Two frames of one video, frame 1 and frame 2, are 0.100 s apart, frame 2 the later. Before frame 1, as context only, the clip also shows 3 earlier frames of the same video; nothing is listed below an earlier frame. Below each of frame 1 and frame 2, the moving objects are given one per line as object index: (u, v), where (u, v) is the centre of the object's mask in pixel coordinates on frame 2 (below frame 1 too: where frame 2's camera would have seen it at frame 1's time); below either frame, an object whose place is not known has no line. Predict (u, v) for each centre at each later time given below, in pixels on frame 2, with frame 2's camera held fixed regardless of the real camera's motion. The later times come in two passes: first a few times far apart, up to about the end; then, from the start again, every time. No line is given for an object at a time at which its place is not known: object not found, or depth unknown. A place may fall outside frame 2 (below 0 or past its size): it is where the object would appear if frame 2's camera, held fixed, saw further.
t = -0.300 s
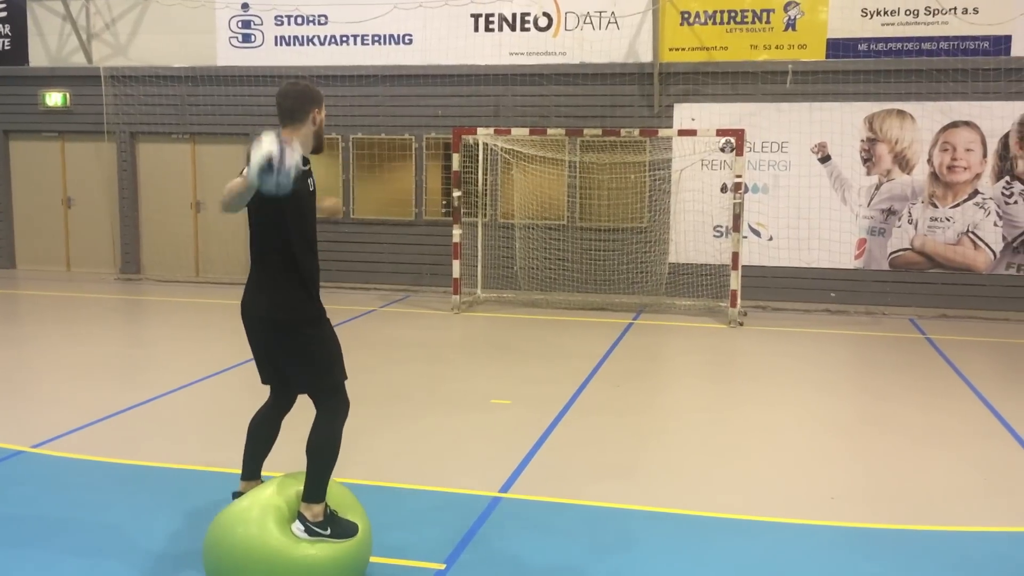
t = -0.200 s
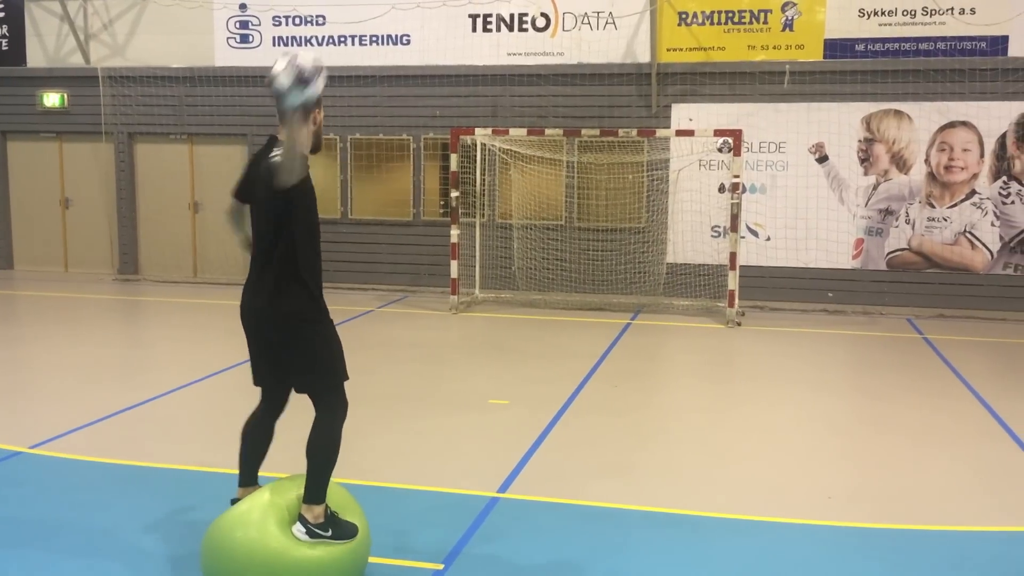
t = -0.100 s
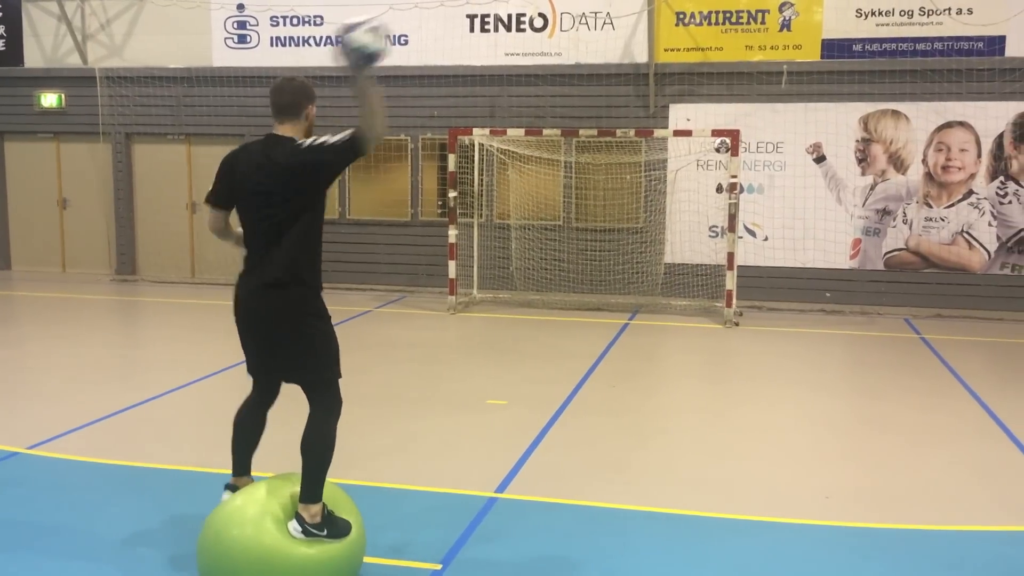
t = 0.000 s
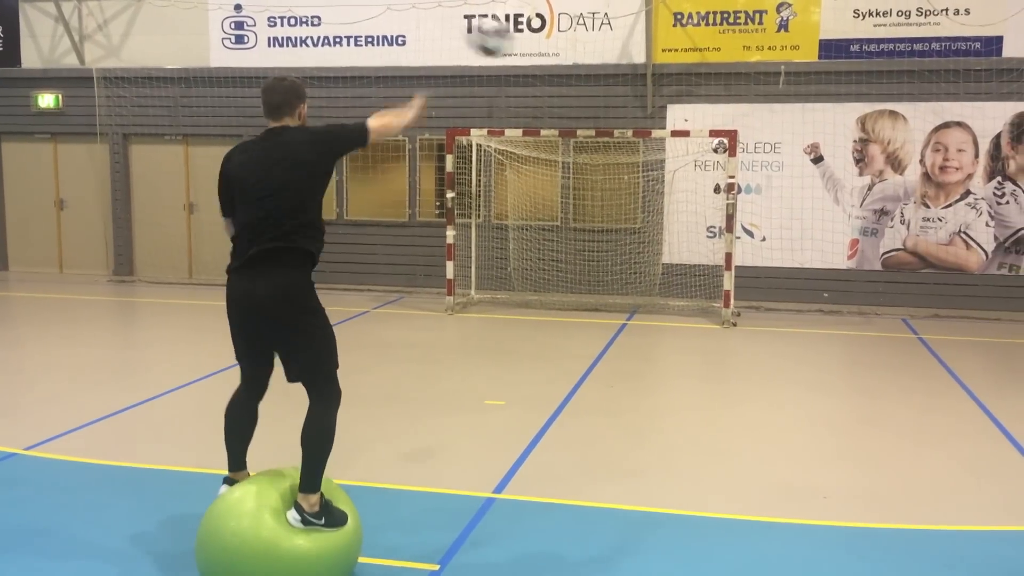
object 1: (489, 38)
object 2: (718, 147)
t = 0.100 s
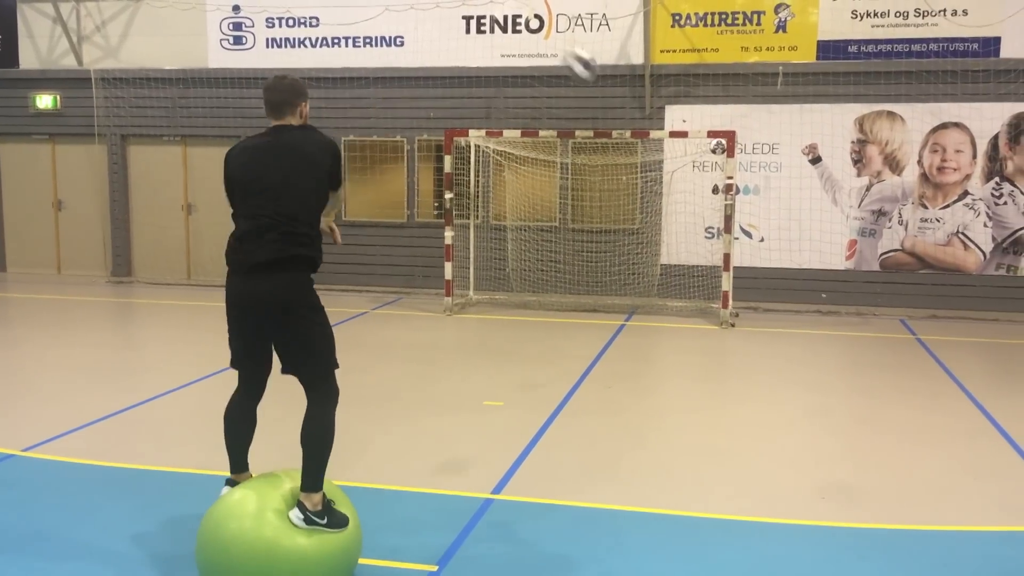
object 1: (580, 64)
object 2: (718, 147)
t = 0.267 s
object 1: (666, 112)
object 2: (718, 147)
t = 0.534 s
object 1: (707, 192)
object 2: (713, 155)
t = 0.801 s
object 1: (641, 268)
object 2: (697, 218)
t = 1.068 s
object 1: (599, 287)
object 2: (670, 292)
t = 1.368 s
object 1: (566, 296)
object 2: (633, 272)
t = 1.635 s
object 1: (531, 300)
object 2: (605, 301)
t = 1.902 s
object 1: (512, 301)
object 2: (590, 306)
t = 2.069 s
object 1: (507, 302)
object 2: (581, 304)
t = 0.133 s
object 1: (602, 75)
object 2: (718, 147)
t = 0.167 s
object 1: (621, 83)
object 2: (718, 147)
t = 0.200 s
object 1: (637, 93)
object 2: (718, 147)
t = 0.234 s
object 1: (652, 103)
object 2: (718, 147)
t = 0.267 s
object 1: (666, 112)
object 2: (718, 147)
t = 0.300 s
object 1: (679, 123)
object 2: (718, 147)
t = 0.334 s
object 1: (689, 132)
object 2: (718, 147)
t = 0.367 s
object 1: (698, 142)
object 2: (718, 147)
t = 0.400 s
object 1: (709, 152)
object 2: (719, 146)
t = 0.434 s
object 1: (717, 161)
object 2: (718, 147)
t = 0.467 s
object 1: (715, 172)
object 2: (717, 148)
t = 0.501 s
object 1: (712, 183)
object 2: (715, 151)
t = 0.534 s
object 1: (707, 192)
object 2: (713, 155)
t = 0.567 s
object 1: (704, 204)
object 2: (710, 161)
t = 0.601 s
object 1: (697, 215)
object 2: (708, 167)
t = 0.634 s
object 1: (688, 226)
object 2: (707, 173)
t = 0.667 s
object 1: (678, 234)
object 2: (704, 181)
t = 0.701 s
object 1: (669, 241)
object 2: (702, 190)
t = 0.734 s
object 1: (659, 250)
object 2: (700, 199)
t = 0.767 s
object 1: (649, 257)
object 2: (698, 209)
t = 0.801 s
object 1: (641, 268)
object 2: (697, 218)
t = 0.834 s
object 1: (633, 278)
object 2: (696, 227)
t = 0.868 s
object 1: (624, 287)
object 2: (693, 235)
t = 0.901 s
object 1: (618, 299)
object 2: (690, 245)
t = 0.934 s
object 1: (614, 296)
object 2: (688, 254)
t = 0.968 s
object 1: (610, 292)
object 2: (683, 264)
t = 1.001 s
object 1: (605, 290)
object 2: (680, 272)
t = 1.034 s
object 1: (602, 288)
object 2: (674, 282)
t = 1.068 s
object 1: (599, 287)
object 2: (670, 292)
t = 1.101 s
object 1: (595, 286)
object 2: (666, 295)
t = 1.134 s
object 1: (592, 288)
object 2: (661, 288)
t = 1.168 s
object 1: (589, 289)
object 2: (658, 284)
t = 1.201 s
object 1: (585, 292)
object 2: (653, 282)
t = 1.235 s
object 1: (582, 295)
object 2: (650, 281)
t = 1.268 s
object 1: (579, 300)
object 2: (645, 273)
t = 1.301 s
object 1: (574, 301)
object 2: (641, 272)
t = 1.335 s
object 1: (570, 297)
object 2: (637, 272)
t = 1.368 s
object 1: (566, 296)
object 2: (633, 272)
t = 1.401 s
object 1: (561, 295)
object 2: (630, 274)
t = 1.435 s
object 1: (557, 295)
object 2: (626, 275)
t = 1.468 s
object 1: (553, 295)
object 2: (622, 279)
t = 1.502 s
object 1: (548, 297)
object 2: (618, 283)
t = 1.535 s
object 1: (543, 299)
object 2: (614, 287)
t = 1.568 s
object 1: (539, 303)
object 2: (611, 292)
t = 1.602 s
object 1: (535, 302)
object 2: (608, 297)
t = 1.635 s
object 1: (531, 300)
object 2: (605, 301)
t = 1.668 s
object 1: (528, 298)
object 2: (604, 305)
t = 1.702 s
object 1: (525, 297)
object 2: (602, 307)
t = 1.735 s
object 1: (522, 297)
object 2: (600, 306)
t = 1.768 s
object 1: (520, 297)
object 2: (598, 303)
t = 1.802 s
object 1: (518, 299)
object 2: (596, 302)
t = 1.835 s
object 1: (516, 301)
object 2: (594, 302)
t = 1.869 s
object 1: (514, 302)
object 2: (592, 303)
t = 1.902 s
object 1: (512, 301)
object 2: (590, 306)
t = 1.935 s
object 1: (511, 300)
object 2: (588, 305)
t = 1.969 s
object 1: (510, 300)
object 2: (586, 304)
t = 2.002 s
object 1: (508, 302)
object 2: (584, 305)
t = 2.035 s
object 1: (508, 301)
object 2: (583, 305)
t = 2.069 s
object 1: (507, 302)
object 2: (581, 304)
